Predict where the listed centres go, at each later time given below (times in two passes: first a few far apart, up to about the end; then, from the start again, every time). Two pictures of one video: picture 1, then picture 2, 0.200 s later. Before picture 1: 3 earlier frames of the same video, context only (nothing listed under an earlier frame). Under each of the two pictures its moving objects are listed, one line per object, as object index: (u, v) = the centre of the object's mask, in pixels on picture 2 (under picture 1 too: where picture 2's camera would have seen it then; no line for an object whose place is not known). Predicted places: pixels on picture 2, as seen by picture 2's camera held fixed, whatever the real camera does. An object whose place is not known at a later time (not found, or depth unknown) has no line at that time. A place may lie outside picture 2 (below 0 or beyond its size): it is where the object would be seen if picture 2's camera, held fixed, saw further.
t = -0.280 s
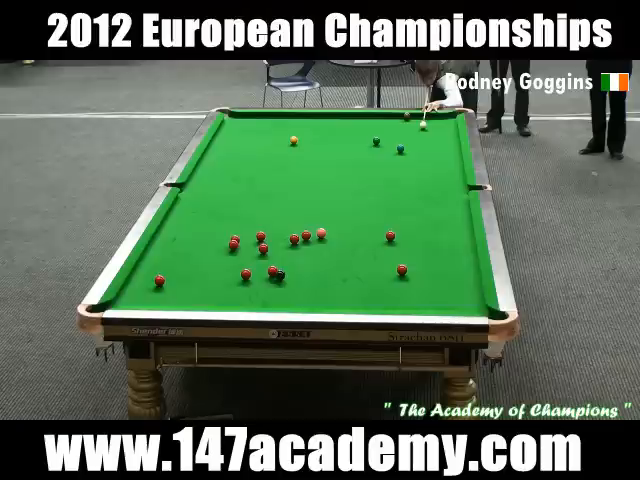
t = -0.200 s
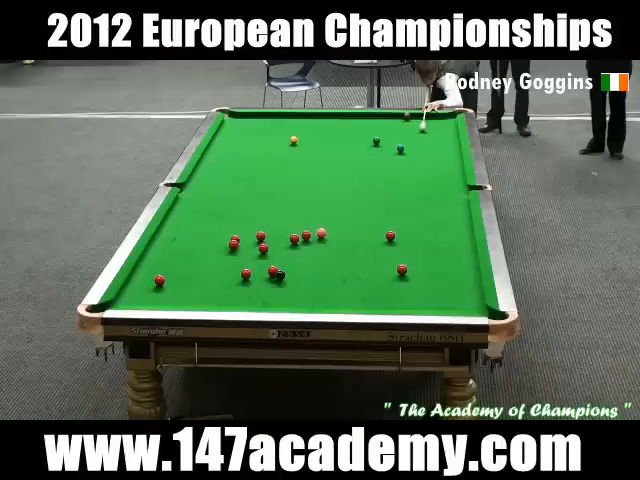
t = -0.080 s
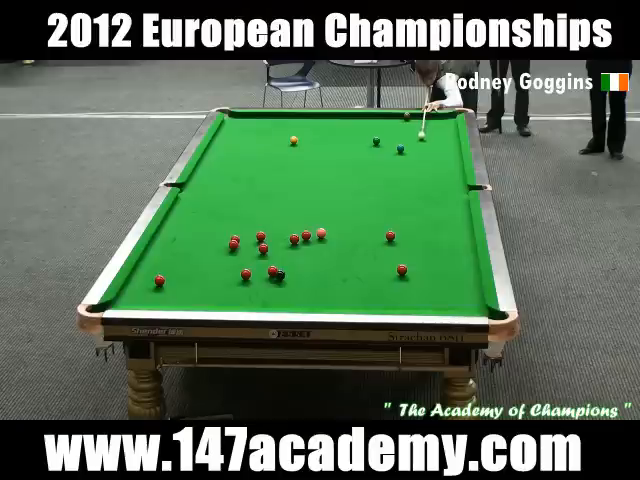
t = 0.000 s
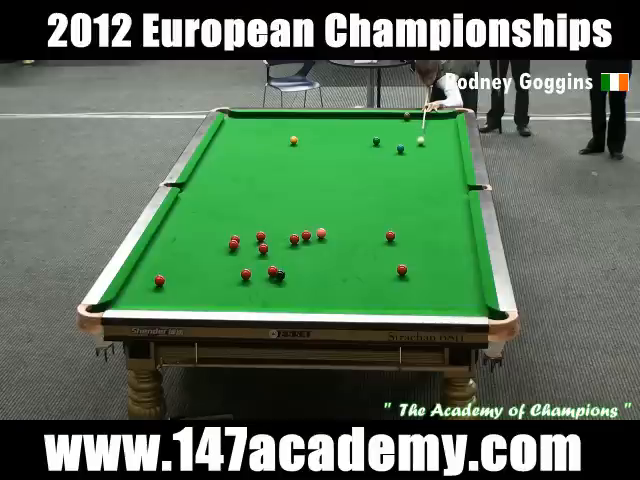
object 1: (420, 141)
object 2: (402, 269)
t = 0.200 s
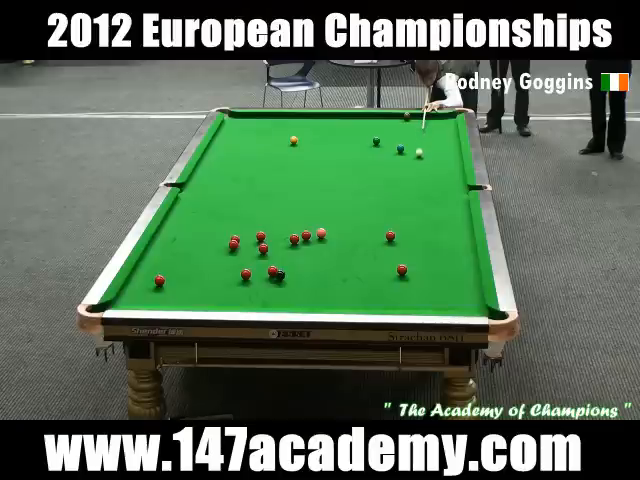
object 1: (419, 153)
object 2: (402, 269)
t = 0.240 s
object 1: (418, 156)
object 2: (402, 269)
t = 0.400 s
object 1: (417, 166)
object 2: (402, 269)
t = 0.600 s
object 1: (415, 179)
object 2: (402, 269)
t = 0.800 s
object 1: (413, 193)
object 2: (402, 269)
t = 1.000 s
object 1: (411, 208)
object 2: (402, 269)
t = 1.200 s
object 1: (409, 224)
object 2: (402, 269)
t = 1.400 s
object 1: (407, 241)
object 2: (402, 269)
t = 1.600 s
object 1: (404, 257)
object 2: (402, 269)
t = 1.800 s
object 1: (406, 267)
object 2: (398, 278)
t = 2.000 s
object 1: (410, 272)
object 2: (392, 292)
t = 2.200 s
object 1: (413, 277)
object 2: (387, 304)
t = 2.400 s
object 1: (416, 281)
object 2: (384, 304)
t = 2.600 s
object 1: (420, 285)
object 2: (381, 299)
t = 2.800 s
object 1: (423, 289)
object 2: (379, 289)
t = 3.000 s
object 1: (426, 292)
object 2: (377, 283)
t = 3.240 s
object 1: (430, 296)
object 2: (375, 275)
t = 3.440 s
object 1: (433, 299)
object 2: (373, 270)
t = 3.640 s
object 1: (435, 302)
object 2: (371, 265)
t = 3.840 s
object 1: (438, 304)
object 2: (370, 260)
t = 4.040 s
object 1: (441, 306)
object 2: (369, 256)
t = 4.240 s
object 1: (442, 308)
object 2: (368, 252)
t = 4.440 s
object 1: (444, 308)
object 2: (367, 248)
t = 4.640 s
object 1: (445, 308)
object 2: (366, 245)
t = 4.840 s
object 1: (446, 307)
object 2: (366, 242)
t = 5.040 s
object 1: (446, 307)
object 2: (365, 239)
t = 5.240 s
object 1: (446, 307)
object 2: (365, 236)
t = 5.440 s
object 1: (446, 307)
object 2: (365, 234)
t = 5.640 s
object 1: (446, 307)
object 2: (365, 232)
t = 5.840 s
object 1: (446, 307)
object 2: (364, 230)
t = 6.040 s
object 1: (446, 307)
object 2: (364, 229)
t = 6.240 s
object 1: (446, 307)
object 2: (364, 228)
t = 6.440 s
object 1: (445, 307)
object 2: (364, 226)
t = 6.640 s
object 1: (445, 307)
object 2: (364, 226)
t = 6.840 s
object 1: (445, 307)
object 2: (364, 225)
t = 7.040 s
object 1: (445, 307)
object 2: (364, 225)
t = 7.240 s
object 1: (445, 307)
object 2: (365, 225)
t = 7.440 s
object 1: (445, 307)
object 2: (365, 225)
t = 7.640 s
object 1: (445, 307)
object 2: (365, 225)
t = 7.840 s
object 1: (445, 307)
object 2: (365, 225)
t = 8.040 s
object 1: (445, 307)
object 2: (365, 225)
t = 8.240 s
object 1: (445, 307)
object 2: (365, 225)
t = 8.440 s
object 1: (445, 307)
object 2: (365, 224)
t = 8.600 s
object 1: (445, 307)
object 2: (365, 224)
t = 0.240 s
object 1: (418, 156)
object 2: (402, 269)
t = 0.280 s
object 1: (418, 158)
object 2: (402, 269)
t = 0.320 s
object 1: (418, 161)
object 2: (402, 269)
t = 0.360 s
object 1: (417, 163)
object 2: (402, 269)
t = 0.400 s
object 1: (417, 166)
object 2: (402, 269)
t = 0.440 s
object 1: (416, 168)
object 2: (402, 269)
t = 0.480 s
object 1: (416, 171)
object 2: (402, 269)
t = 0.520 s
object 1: (415, 174)
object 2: (402, 269)
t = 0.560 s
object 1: (415, 176)
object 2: (402, 269)
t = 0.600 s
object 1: (415, 179)
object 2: (402, 269)
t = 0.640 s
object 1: (414, 182)
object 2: (402, 269)
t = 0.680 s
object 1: (414, 185)
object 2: (402, 269)
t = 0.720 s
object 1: (414, 187)
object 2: (402, 269)
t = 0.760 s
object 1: (413, 190)
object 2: (402, 269)
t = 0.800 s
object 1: (413, 193)
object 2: (402, 269)
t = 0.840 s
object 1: (412, 196)
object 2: (402, 269)
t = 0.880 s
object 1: (412, 199)
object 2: (402, 269)
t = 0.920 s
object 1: (411, 202)
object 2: (402, 269)
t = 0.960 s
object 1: (411, 205)
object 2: (402, 269)
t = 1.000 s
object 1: (411, 208)
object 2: (402, 269)
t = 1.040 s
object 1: (410, 211)
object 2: (402, 269)
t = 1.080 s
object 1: (410, 214)
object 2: (402, 269)
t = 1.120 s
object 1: (410, 217)
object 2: (402, 269)
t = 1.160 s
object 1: (409, 220)
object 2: (402, 269)
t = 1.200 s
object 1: (409, 224)
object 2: (402, 269)
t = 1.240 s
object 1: (408, 227)
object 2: (402, 269)
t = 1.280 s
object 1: (408, 230)
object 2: (402, 269)
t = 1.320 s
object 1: (408, 234)
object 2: (402, 269)
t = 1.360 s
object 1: (407, 237)
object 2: (402, 269)
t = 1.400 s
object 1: (407, 241)
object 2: (402, 269)
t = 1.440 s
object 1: (406, 244)
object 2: (402, 269)
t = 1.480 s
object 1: (406, 247)
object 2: (402, 269)
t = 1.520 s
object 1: (405, 250)
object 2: (402, 269)
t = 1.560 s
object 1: (405, 254)
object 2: (402, 269)
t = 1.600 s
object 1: (404, 257)
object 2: (402, 269)
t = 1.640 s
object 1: (404, 260)
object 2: (402, 269)
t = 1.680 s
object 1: (404, 263)
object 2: (402, 270)
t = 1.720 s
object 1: (405, 265)
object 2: (402, 272)
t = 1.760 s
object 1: (405, 267)
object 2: (399, 276)
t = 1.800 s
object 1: (406, 267)
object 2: (398, 278)
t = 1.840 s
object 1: (406, 268)
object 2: (396, 282)
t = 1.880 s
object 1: (407, 269)
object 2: (395, 285)
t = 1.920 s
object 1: (408, 270)
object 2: (394, 287)
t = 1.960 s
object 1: (409, 271)
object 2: (393, 289)
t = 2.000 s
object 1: (410, 272)
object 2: (392, 292)
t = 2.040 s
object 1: (410, 273)
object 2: (391, 294)
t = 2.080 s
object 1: (411, 274)
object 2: (390, 297)
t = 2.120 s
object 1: (412, 275)
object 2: (389, 299)
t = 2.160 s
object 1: (412, 276)
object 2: (388, 302)
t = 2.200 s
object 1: (413, 277)
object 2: (387, 304)
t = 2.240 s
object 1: (414, 278)
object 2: (386, 306)
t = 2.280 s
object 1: (414, 278)
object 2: (385, 307)
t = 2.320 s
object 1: (415, 279)
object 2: (385, 306)
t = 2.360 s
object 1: (416, 280)
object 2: (384, 305)
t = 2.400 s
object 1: (416, 281)
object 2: (384, 304)
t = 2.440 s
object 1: (417, 282)
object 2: (383, 303)
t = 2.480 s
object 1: (418, 283)
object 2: (383, 302)
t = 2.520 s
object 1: (418, 283)
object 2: (382, 301)
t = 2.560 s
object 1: (419, 284)
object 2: (382, 300)
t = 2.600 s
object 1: (420, 285)
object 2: (381, 299)
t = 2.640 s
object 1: (420, 286)
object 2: (381, 298)
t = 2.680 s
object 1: (421, 287)
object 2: (381, 296)
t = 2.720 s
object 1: (421, 287)
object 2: (380, 294)
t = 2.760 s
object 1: (422, 288)
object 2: (380, 291)
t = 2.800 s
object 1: (423, 289)
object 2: (379, 289)
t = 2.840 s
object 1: (424, 290)
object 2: (379, 288)
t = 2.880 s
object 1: (424, 290)
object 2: (378, 286)
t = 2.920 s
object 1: (424, 291)
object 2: (378, 285)
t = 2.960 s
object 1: (425, 292)
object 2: (377, 284)
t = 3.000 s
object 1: (426, 292)
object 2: (377, 283)
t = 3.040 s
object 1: (427, 293)
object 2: (377, 282)
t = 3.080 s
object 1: (427, 294)
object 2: (376, 280)
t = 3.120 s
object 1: (428, 294)
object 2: (376, 279)
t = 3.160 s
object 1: (428, 295)
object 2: (375, 278)
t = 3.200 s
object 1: (429, 296)
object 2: (375, 277)
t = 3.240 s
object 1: (430, 296)
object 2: (375, 275)
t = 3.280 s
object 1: (430, 297)
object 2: (375, 274)
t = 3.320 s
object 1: (431, 298)
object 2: (374, 273)
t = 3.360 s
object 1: (431, 298)
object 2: (374, 272)
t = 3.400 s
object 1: (432, 299)
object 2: (373, 271)
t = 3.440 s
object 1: (433, 299)
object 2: (373, 270)
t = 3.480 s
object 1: (433, 300)
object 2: (373, 269)
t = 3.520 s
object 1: (434, 300)
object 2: (372, 268)
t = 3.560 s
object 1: (434, 301)
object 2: (372, 267)
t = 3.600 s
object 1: (435, 301)
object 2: (372, 266)
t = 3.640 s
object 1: (435, 302)
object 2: (371, 265)
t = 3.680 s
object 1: (436, 303)
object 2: (371, 264)
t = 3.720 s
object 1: (437, 303)
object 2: (371, 263)
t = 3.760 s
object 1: (437, 303)
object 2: (371, 262)
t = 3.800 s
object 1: (438, 304)
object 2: (370, 261)
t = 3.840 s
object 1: (438, 304)
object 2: (370, 260)
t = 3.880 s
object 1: (439, 305)
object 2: (370, 259)
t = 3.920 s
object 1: (439, 305)
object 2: (370, 258)
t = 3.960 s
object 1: (440, 305)
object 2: (370, 258)
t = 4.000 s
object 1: (440, 305)
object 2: (369, 257)
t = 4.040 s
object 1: (441, 306)
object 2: (369, 256)
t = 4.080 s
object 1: (441, 306)
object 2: (369, 255)
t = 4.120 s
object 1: (441, 307)
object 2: (369, 254)
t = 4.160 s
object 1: (442, 307)
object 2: (368, 253)
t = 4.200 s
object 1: (442, 307)
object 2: (368, 253)
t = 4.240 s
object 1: (442, 308)
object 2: (368, 252)
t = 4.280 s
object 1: (443, 308)
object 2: (368, 251)
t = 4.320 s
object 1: (444, 308)
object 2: (368, 250)
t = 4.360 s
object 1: (444, 308)
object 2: (367, 250)
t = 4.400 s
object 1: (444, 308)
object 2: (367, 249)
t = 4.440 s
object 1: (444, 308)
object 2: (367, 248)
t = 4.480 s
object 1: (444, 308)
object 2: (367, 248)
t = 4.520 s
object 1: (444, 308)
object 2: (367, 247)
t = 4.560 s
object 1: (445, 308)
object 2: (366, 246)
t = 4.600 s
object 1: (445, 308)
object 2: (366, 245)
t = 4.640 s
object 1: (445, 308)
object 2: (366, 245)
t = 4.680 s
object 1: (445, 307)
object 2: (366, 244)
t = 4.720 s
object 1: (445, 307)
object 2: (366, 244)
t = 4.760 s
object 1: (445, 307)
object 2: (366, 243)
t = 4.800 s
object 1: (445, 307)
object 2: (366, 242)
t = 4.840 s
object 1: (446, 307)
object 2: (366, 242)
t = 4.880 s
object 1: (446, 307)
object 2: (366, 241)
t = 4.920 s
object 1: (446, 307)
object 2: (366, 241)
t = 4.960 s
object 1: (446, 307)
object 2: (366, 240)
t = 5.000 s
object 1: (446, 307)
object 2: (365, 240)
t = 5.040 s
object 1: (446, 307)
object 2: (365, 239)
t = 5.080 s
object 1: (446, 307)
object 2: (365, 238)
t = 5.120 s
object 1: (446, 307)
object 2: (365, 238)
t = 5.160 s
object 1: (446, 307)
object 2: (365, 238)
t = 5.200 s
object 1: (446, 307)
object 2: (365, 237)
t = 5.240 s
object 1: (446, 307)
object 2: (365, 236)
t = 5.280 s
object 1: (446, 307)
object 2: (365, 236)
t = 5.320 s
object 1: (446, 307)
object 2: (365, 235)
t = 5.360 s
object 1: (446, 307)
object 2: (365, 235)
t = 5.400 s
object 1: (446, 307)
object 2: (365, 235)
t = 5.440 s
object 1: (446, 307)
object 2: (365, 234)
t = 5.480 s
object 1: (446, 307)
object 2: (365, 234)
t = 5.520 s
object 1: (446, 307)
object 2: (365, 233)
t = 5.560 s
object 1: (446, 307)
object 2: (365, 233)
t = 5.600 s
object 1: (446, 307)
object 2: (365, 233)
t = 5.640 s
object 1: (446, 307)
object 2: (365, 232)
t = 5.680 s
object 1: (446, 307)
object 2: (365, 232)
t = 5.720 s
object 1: (446, 307)
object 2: (364, 232)
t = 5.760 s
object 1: (446, 307)
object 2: (364, 231)
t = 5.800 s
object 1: (446, 307)
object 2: (364, 231)
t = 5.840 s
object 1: (446, 307)
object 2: (364, 230)
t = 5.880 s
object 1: (446, 307)
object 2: (364, 230)
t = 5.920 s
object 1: (446, 307)
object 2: (364, 230)
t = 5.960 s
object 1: (446, 307)
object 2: (364, 230)
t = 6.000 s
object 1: (446, 307)
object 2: (364, 229)
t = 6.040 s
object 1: (446, 307)
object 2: (364, 229)
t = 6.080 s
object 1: (446, 307)
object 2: (364, 229)
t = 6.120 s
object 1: (446, 307)
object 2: (364, 229)
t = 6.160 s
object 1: (446, 307)
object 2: (364, 228)
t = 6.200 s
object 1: (446, 307)
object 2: (364, 228)
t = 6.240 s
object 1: (446, 307)
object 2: (364, 228)
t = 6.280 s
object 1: (446, 307)
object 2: (364, 228)
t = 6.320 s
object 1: (446, 307)
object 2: (364, 228)
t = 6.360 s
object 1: (446, 307)
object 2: (364, 227)
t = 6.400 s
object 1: (446, 307)
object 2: (364, 227)
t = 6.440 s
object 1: (445, 307)
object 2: (364, 226)
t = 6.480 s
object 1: (445, 307)
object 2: (364, 226)
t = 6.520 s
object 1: (445, 307)
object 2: (364, 226)
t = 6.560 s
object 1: (445, 307)
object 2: (364, 226)
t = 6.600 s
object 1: (445, 307)
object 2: (364, 226)
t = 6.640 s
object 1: (445, 307)
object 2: (364, 226)
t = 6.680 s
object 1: (445, 307)
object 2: (364, 226)
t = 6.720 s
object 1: (445, 307)
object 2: (364, 226)
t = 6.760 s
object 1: (445, 307)
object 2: (364, 225)
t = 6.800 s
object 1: (445, 307)
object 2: (364, 225)
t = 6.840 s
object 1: (445, 307)
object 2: (364, 225)
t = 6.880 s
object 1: (445, 307)
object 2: (364, 225)
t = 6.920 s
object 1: (445, 307)
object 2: (364, 225)
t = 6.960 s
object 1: (445, 307)
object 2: (364, 225)
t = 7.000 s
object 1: (445, 307)
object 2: (364, 225)
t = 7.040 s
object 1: (445, 307)
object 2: (364, 225)
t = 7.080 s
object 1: (445, 307)
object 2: (364, 225)
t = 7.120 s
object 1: (445, 307)
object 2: (364, 225)
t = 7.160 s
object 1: (445, 307)
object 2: (364, 225)
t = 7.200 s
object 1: (445, 307)
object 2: (364, 225)
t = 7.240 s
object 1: (445, 307)
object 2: (365, 225)
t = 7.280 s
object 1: (445, 307)
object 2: (365, 225)
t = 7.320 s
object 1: (445, 307)
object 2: (365, 225)
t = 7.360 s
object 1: (445, 307)
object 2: (365, 225)
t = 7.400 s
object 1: (445, 307)
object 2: (365, 225)
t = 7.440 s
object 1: (445, 307)
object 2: (365, 225)
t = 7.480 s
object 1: (445, 307)
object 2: (365, 225)
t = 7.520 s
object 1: (445, 307)
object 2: (365, 225)
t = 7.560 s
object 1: (445, 307)
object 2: (365, 225)
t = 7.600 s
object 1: (445, 307)
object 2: (365, 225)
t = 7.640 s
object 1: (445, 307)
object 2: (365, 225)
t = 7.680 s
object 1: (445, 307)
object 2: (365, 225)
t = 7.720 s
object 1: (445, 307)
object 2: (365, 225)
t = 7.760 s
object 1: (445, 307)
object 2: (365, 225)
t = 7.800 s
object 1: (445, 307)
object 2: (365, 225)
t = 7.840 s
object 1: (445, 307)
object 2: (365, 225)
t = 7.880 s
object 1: (445, 307)
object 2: (365, 225)
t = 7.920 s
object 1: (445, 307)
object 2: (365, 225)
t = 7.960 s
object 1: (445, 307)
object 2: (365, 225)
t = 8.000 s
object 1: (445, 307)
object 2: (365, 225)
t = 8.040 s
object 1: (445, 307)
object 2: (365, 225)
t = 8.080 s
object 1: (445, 307)
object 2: (365, 225)
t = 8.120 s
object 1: (445, 307)
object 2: (365, 225)
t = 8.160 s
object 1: (445, 307)
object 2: (365, 225)
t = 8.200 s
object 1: (445, 307)
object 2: (365, 225)
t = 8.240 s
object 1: (445, 307)
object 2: (365, 225)
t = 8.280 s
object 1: (445, 307)
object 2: (365, 225)
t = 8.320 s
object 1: (445, 307)
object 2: (365, 224)
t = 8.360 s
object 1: (445, 307)
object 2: (365, 224)
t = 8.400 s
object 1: (445, 307)
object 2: (365, 224)
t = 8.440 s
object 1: (445, 307)
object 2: (365, 224)
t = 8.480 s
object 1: (445, 307)
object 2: (365, 224)
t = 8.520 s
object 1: (445, 307)
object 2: (365, 224)
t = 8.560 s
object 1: (445, 307)
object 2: (365, 224)
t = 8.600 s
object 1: (445, 307)
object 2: (365, 224)
